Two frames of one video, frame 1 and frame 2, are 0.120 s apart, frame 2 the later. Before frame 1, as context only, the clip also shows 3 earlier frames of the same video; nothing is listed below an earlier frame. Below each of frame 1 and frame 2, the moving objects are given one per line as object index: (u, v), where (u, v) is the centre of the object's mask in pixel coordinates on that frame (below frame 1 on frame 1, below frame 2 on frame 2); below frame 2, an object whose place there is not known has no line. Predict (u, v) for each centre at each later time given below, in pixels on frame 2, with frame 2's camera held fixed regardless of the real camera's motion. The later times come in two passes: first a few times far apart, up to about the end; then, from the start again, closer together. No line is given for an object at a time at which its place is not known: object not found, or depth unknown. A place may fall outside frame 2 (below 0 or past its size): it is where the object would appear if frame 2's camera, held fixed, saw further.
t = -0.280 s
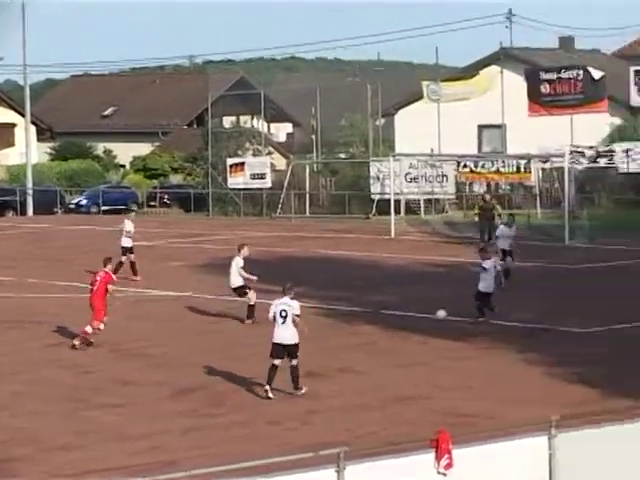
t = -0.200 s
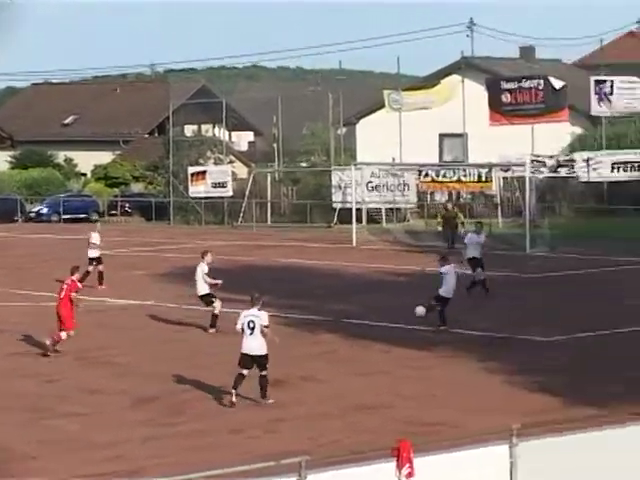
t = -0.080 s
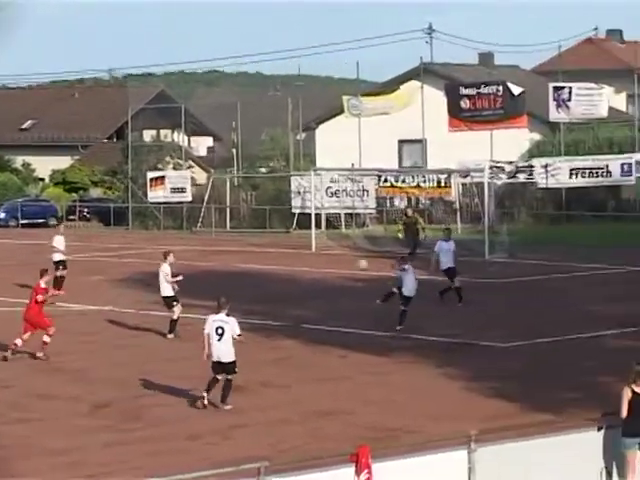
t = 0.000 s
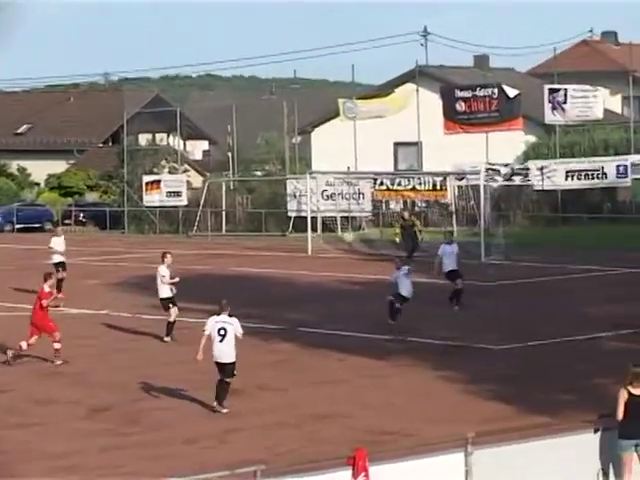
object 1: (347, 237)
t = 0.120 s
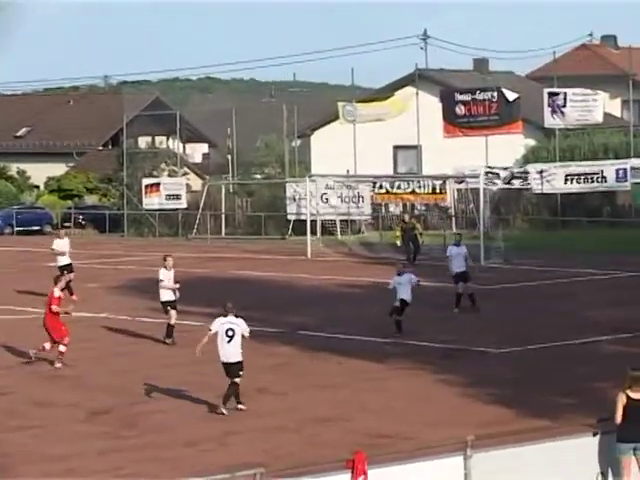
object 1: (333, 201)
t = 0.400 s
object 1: (303, 136)
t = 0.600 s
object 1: (283, 116)
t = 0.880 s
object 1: (258, 128)
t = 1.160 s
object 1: (236, 190)
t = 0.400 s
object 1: (303, 136)
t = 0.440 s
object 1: (299, 131)
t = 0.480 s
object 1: (295, 126)
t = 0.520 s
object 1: (291, 122)
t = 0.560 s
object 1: (287, 119)
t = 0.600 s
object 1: (283, 116)
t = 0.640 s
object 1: (280, 115)
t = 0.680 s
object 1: (276, 115)
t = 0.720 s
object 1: (272, 116)
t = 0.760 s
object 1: (269, 117)
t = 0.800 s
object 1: (265, 120)
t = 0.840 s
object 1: (262, 123)
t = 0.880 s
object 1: (258, 128)
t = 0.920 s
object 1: (255, 134)
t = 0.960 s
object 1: (252, 140)
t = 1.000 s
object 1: (249, 148)
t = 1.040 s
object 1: (246, 157)
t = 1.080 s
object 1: (242, 167)
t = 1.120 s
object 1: (239, 178)
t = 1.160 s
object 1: (236, 190)
